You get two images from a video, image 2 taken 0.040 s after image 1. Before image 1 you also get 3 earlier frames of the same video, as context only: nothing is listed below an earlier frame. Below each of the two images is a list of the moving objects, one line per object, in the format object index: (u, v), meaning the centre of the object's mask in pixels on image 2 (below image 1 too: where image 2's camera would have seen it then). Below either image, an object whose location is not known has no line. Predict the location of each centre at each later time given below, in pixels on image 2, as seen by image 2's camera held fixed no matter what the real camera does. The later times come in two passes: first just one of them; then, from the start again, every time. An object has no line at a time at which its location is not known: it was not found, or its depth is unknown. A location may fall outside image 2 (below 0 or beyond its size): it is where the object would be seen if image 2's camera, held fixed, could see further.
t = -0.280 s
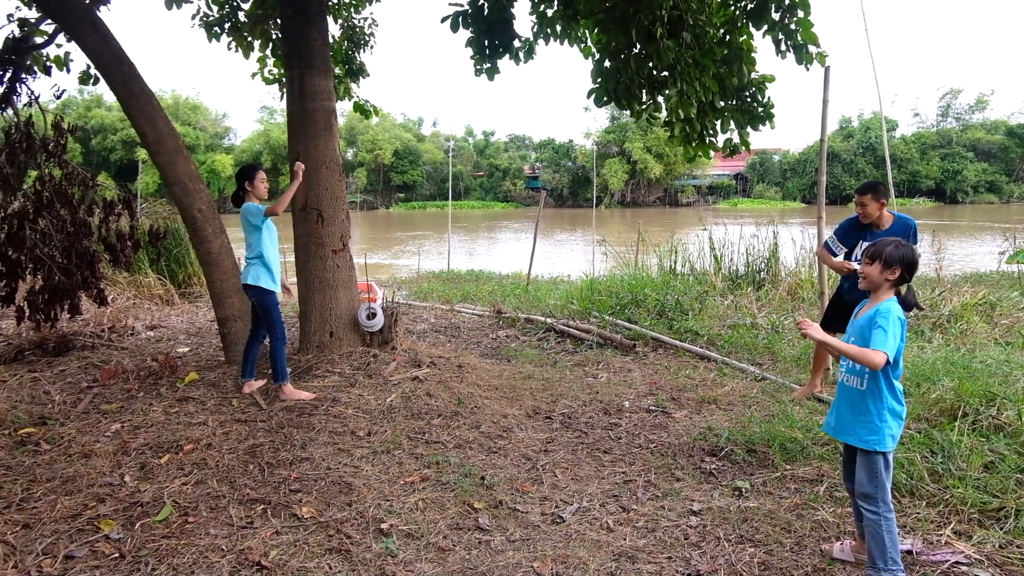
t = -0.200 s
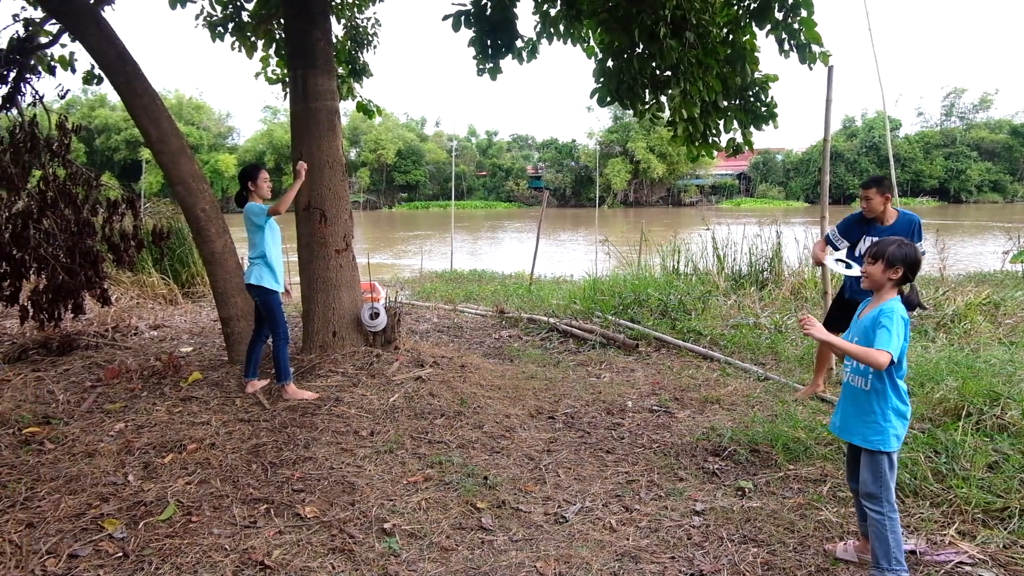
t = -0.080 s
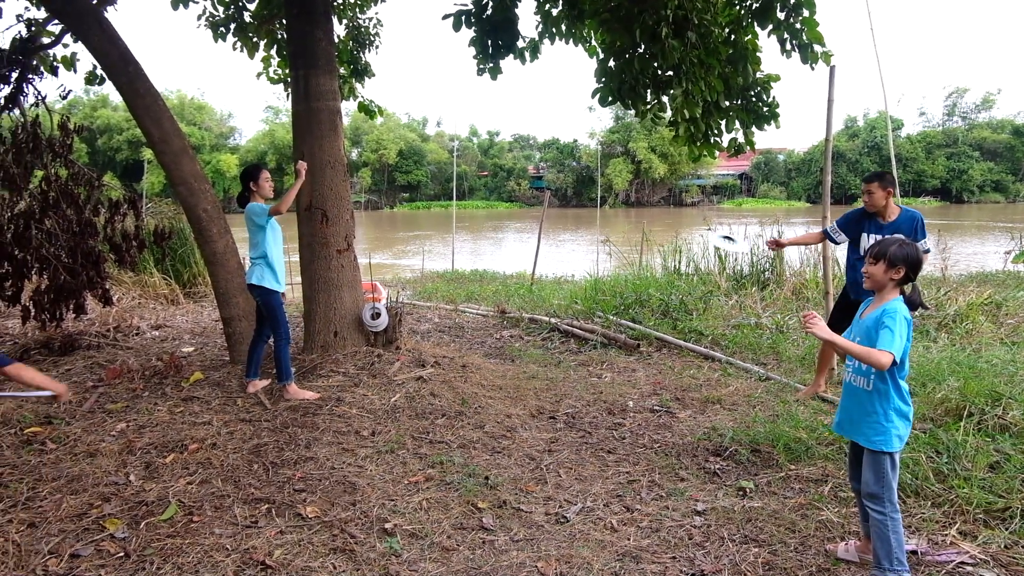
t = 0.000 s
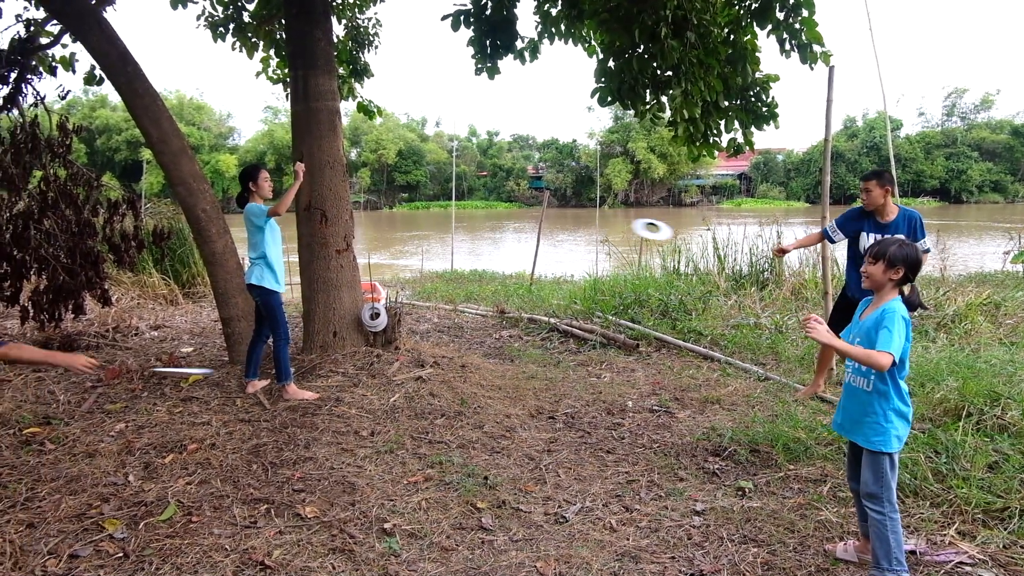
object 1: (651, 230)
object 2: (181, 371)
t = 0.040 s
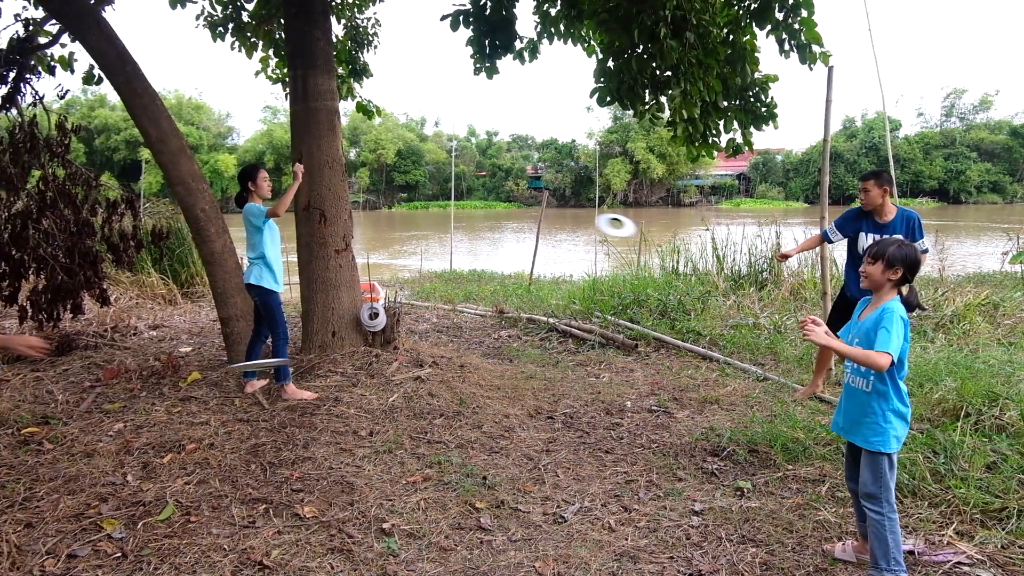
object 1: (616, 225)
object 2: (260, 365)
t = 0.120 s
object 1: (551, 218)
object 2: (431, 349)
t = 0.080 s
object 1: (582, 221)
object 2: (345, 356)
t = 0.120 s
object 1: (551, 218)
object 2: (431, 349)
